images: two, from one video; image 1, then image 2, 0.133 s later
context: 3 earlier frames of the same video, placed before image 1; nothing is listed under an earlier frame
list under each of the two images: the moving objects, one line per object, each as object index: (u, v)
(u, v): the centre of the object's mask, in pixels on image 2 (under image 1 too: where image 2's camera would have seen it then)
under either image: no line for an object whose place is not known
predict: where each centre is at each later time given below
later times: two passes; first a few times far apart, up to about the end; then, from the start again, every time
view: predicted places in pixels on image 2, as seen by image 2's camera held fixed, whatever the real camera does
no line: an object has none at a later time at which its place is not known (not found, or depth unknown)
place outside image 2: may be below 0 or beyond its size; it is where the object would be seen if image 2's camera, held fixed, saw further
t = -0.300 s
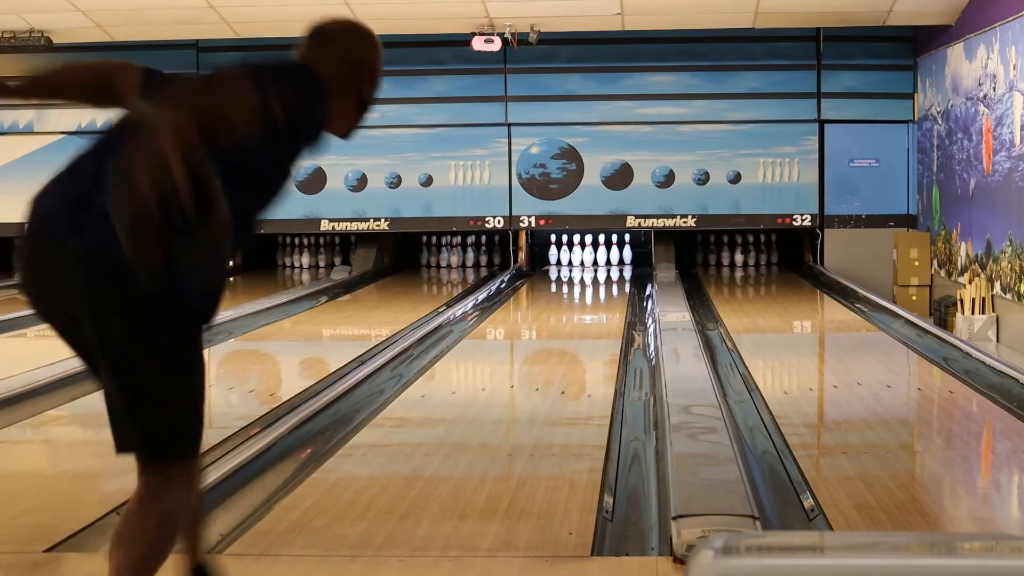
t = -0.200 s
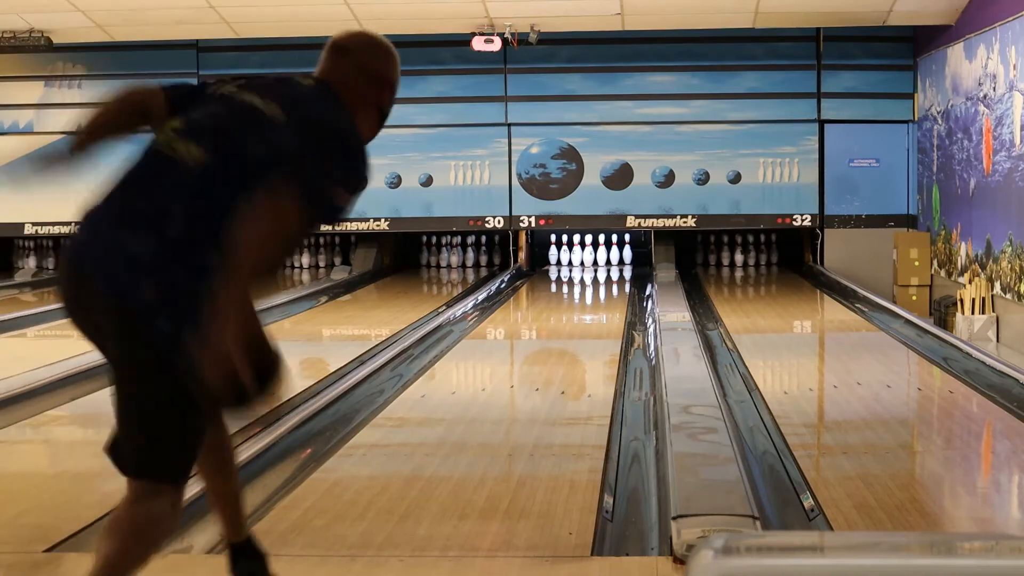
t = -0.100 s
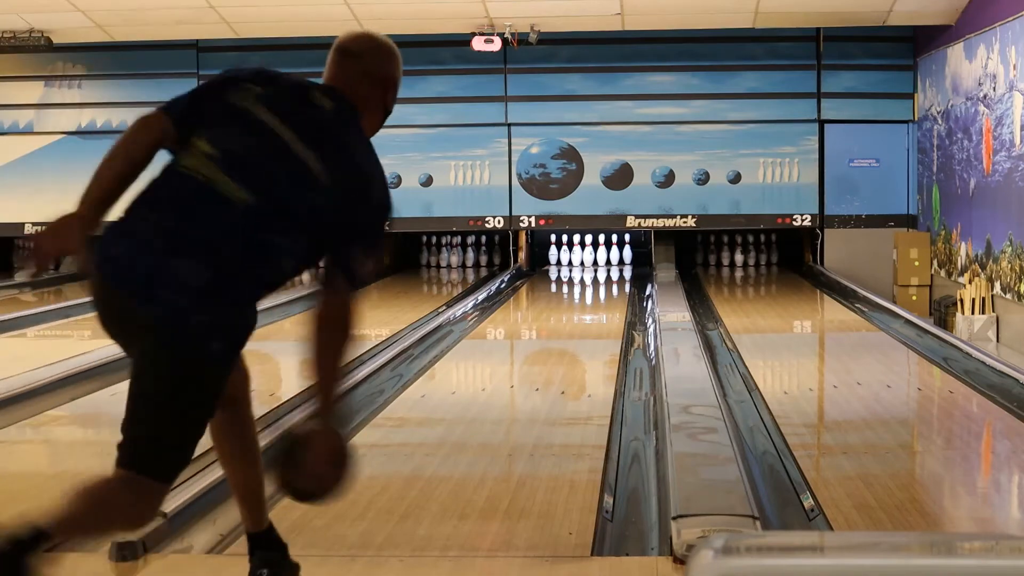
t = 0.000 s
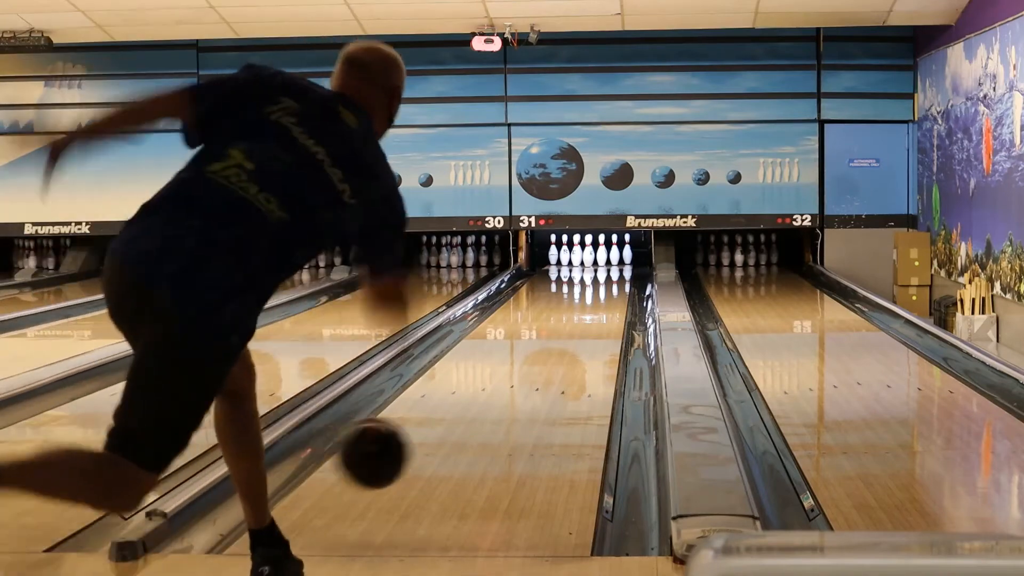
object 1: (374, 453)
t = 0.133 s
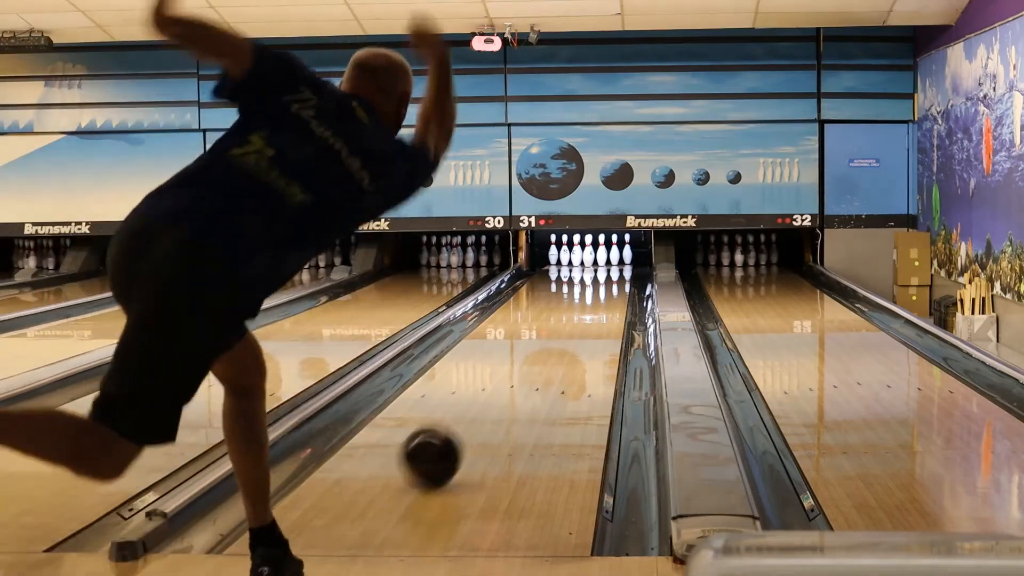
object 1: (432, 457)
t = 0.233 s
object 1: (464, 427)
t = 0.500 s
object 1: (522, 370)
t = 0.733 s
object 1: (554, 339)
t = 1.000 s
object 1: (578, 314)
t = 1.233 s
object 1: (593, 298)
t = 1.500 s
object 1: (603, 284)
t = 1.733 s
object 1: (607, 274)
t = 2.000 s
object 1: (604, 264)
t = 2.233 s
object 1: (596, 259)
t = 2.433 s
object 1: (602, 257)
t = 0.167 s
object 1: (443, 444)
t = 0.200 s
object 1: (454, 435)
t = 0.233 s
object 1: (464, 427)
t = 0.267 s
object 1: (473, 418)
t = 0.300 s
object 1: (481, 410)
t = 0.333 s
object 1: (489, 402)
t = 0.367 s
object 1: (496, 395)
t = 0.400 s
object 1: (503, 389)
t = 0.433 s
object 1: (510, 382)
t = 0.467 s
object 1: (516, 376)
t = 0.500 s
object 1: (522, 370)
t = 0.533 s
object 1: (528, 365)
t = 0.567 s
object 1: (533, 361)
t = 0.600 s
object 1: (537, 356)
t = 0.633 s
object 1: (542, 352)
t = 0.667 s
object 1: (546, 347)
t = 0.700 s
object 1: (550, 343)
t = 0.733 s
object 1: (554, 339)
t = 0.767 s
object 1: (557, 335)
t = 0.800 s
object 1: (561, 332)
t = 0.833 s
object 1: (564, 329)
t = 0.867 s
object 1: (567, 326)
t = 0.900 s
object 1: (570, 323)
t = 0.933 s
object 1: (573, 320)
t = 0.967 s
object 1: (576, 317)
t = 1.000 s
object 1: (578, 314)
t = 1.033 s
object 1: (581, 312)
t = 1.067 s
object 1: (583, 309)
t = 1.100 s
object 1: (585, 307)
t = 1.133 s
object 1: (587, 305)
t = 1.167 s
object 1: (589, 303)
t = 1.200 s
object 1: (591, 301)
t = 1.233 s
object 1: (593, 298)
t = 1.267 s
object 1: (594, 296)
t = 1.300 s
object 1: (596, 294)
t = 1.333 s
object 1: (597, 292)
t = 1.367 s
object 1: (599, 291)
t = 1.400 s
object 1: (600, 289)
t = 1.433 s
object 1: (601, 287)
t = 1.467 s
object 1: (602, 286)
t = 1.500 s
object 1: (603, 284)
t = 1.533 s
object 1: (604, 283)
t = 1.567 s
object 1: (605, 281)
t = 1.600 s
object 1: (605, 279)
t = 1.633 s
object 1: (606, 278)
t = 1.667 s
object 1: (606, 277)
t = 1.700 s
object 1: (606, 275)
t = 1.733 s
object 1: (607, 274)
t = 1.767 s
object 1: (607, 273)
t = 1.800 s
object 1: (606, 271)
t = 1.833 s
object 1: (606, 270)
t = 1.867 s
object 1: (606, 268)
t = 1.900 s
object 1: (605, 267)
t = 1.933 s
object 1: (605, 266)
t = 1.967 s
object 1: (604, 265)
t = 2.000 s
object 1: (604, 264)
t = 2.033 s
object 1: (603, 263)
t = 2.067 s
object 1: (602, 263)
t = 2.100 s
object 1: (601, 262)
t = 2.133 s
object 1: (600, 261)
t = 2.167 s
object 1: (599, 260)
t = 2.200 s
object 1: (597, 259)
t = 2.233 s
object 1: (596, 259)
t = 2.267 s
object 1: (597, 259)
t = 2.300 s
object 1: (598, 258)
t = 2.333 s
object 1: (599, 258)
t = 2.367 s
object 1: (599, 258)
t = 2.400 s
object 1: (599, 257)
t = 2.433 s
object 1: (602, 257)
